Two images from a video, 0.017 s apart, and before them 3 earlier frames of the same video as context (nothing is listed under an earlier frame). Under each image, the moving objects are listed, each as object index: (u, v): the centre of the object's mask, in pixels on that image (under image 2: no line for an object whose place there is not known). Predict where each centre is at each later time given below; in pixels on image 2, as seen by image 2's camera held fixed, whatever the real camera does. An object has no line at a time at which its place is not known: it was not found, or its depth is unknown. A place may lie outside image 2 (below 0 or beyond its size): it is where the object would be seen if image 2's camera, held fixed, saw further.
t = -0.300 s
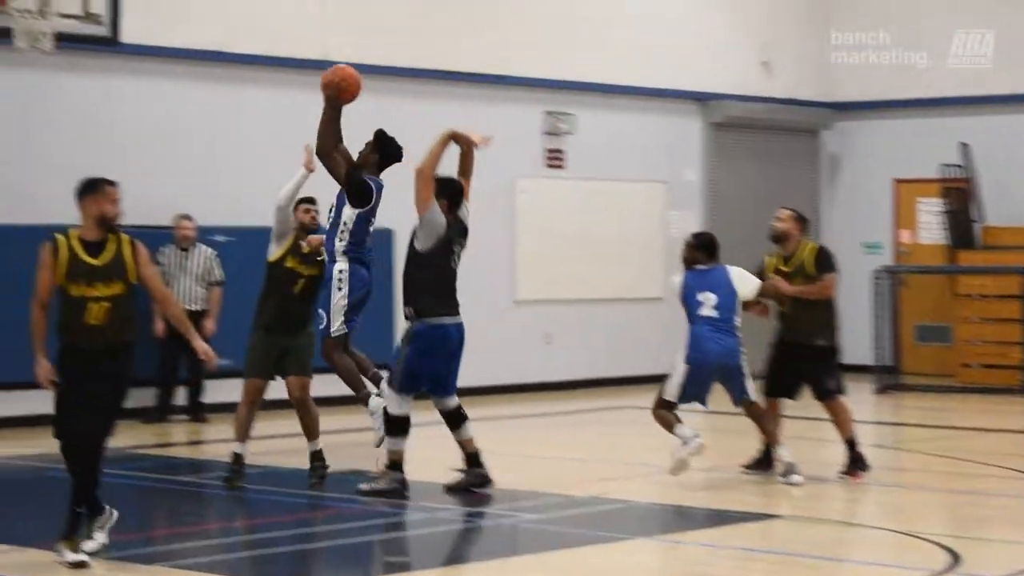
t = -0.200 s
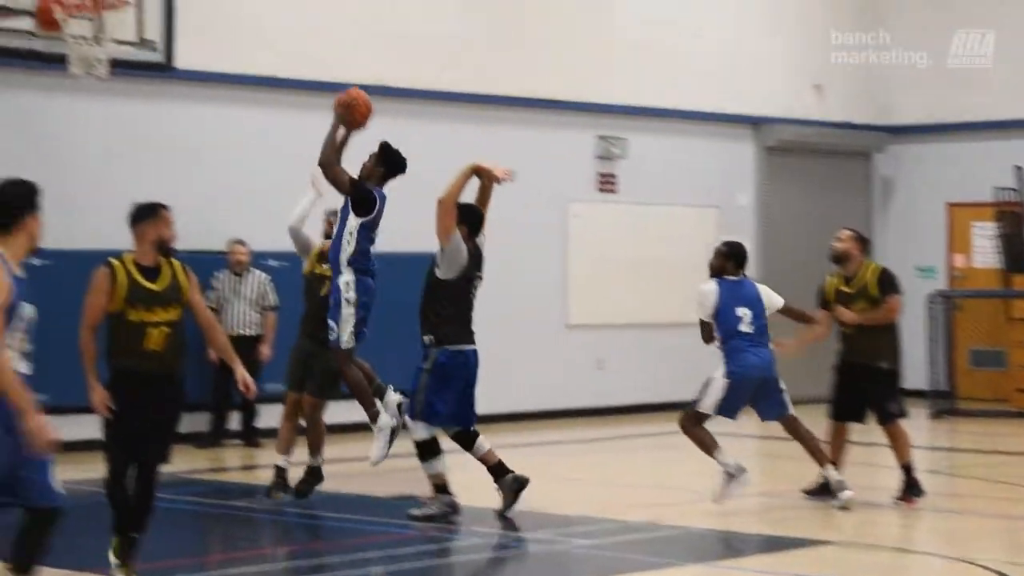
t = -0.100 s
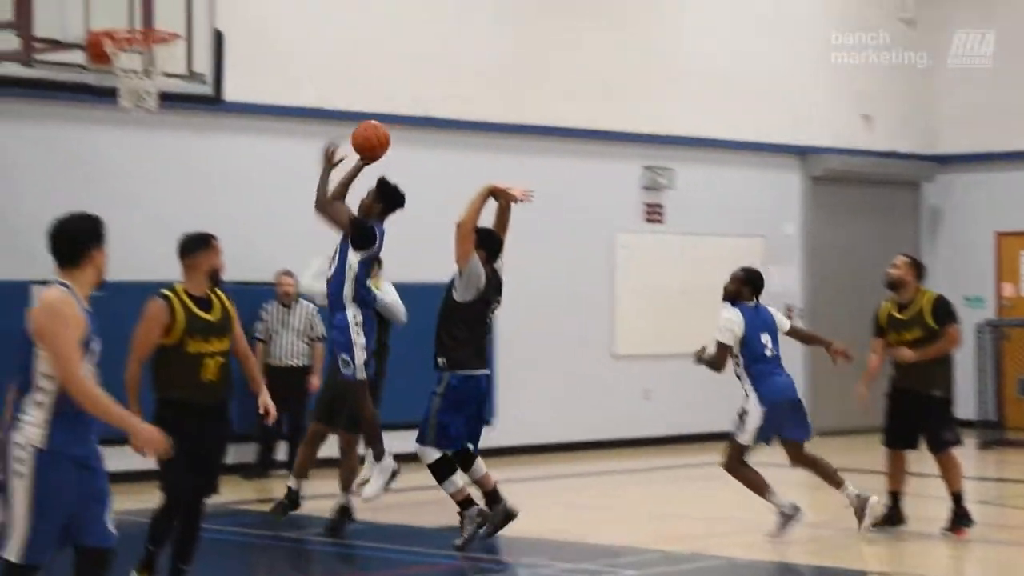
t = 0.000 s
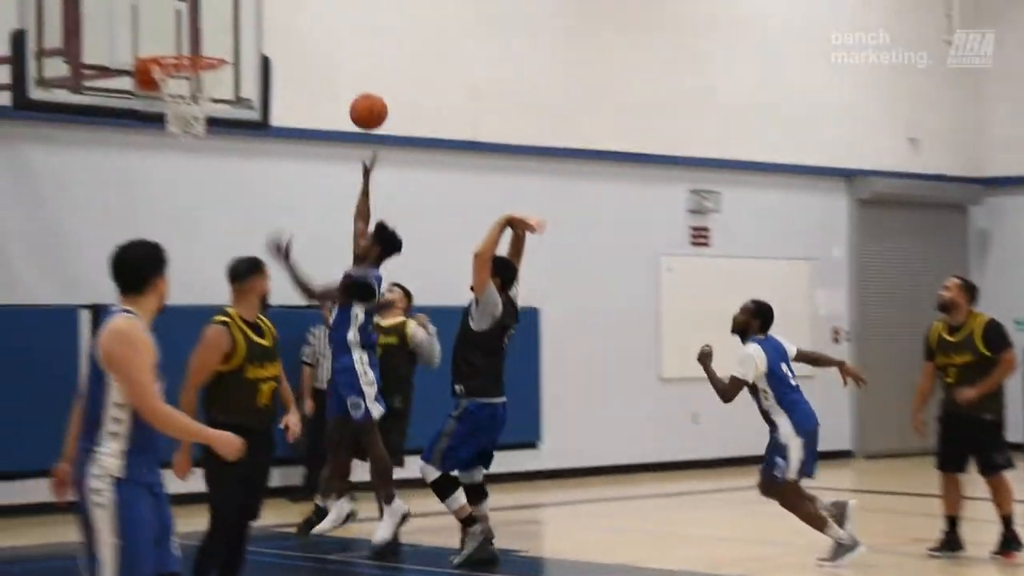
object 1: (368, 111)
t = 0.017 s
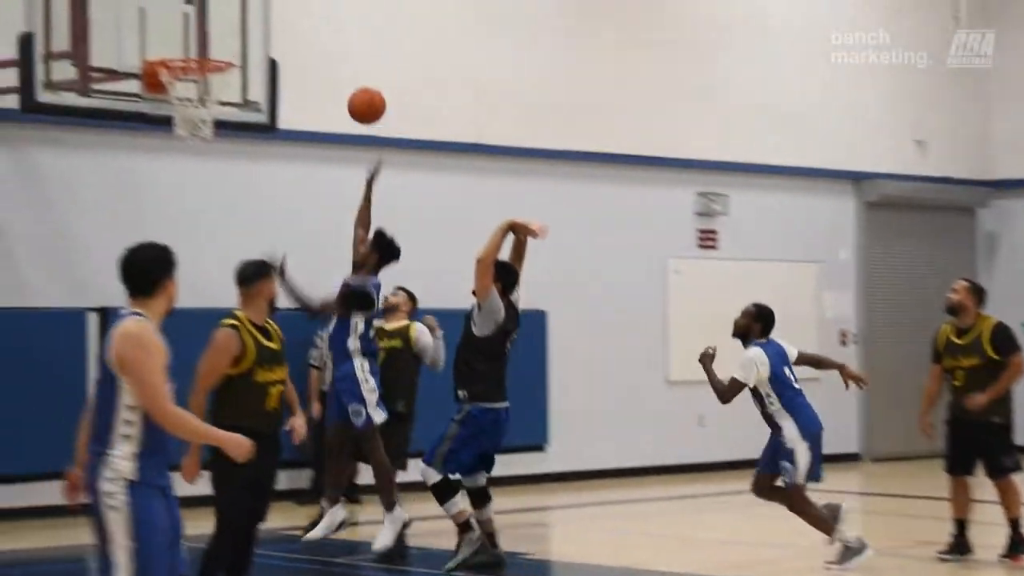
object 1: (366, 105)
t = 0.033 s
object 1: (356, 97)
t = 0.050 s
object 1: (347, 89)
